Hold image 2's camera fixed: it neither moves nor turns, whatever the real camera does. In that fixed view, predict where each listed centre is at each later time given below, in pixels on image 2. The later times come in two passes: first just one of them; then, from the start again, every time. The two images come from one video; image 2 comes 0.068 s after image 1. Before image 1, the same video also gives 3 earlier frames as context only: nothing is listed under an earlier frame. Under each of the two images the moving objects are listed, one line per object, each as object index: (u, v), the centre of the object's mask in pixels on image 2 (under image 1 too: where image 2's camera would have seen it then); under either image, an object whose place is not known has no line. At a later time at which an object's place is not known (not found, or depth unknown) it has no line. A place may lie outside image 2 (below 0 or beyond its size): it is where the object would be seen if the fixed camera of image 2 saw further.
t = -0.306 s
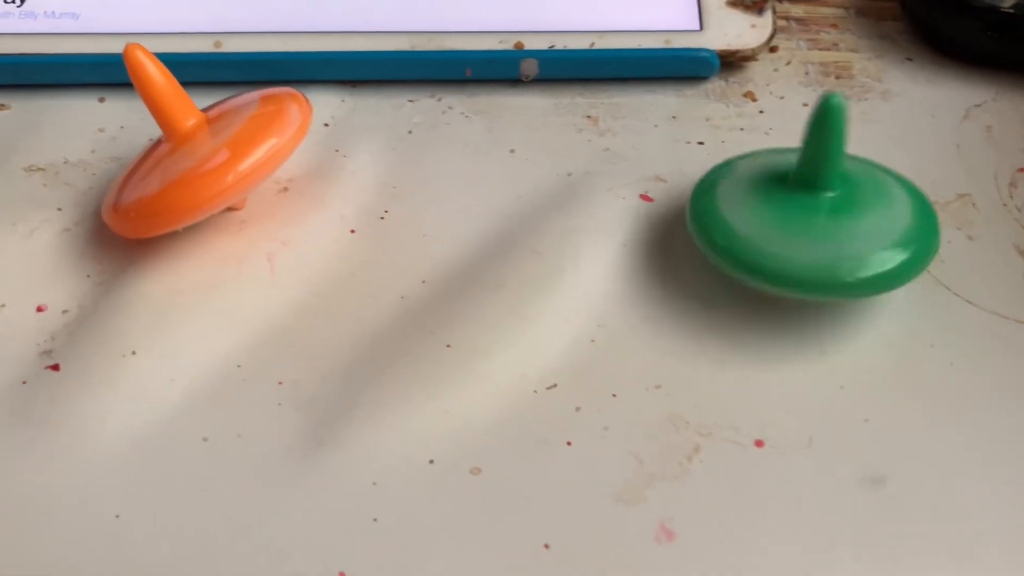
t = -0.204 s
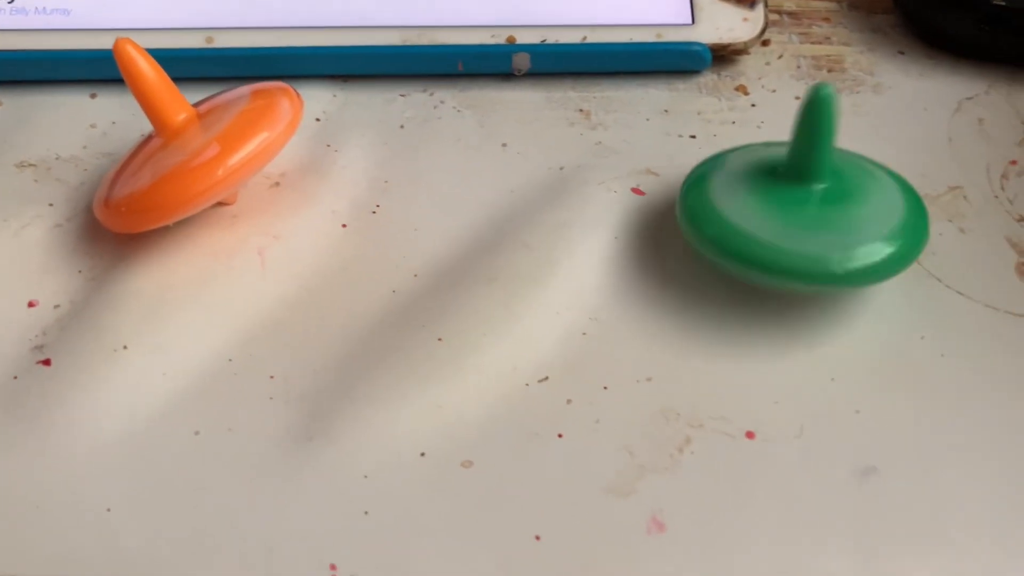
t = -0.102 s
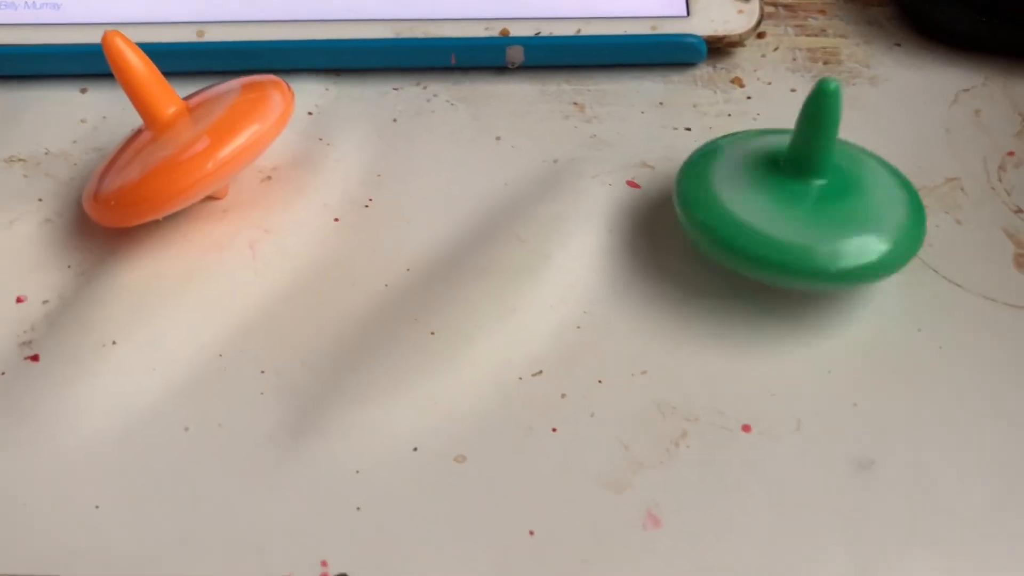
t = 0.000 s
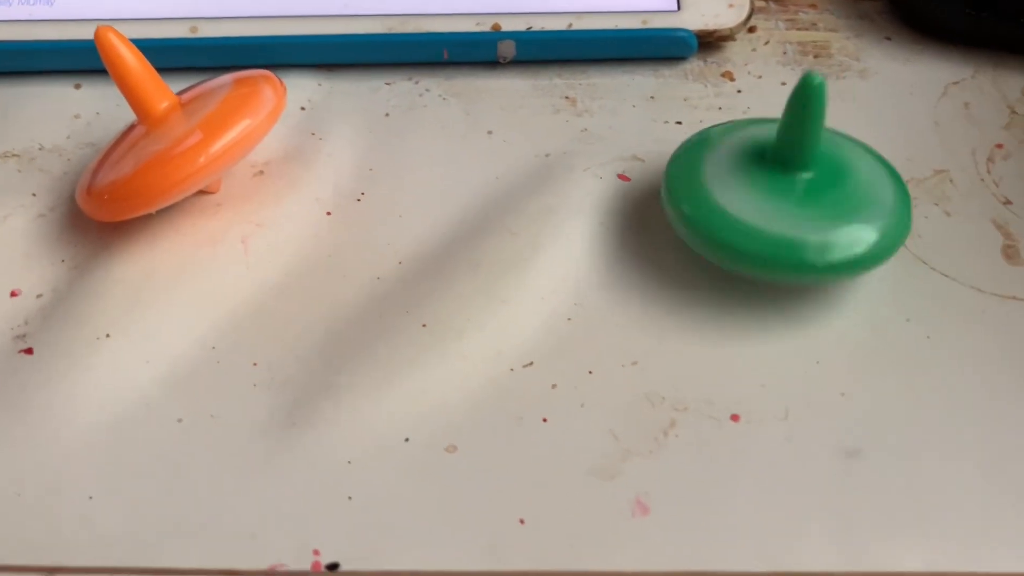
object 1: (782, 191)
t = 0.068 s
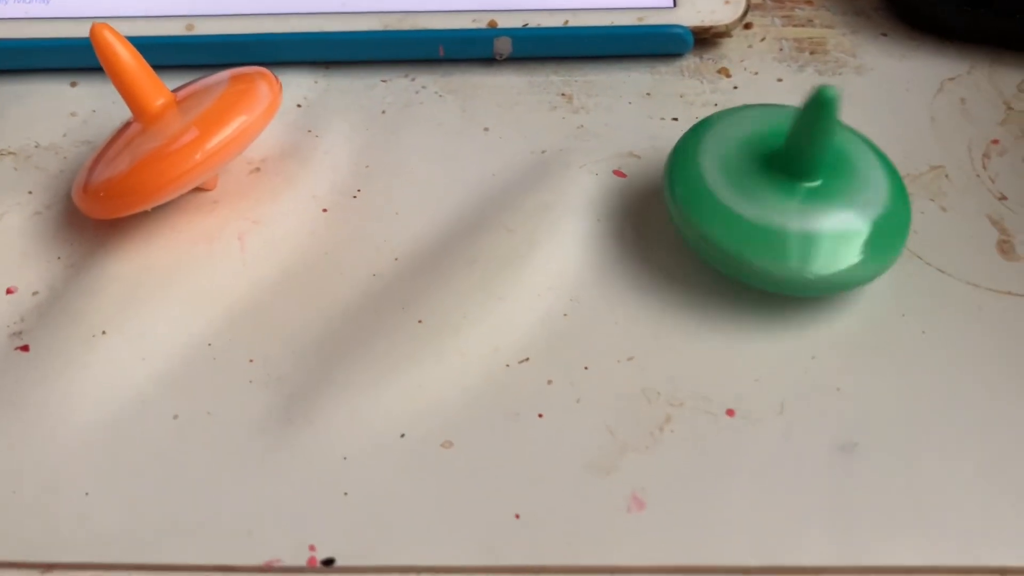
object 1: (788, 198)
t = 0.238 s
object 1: (786, 192)
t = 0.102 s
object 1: (787, 195)
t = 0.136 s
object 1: (790, 193)
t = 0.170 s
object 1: (789, 199)
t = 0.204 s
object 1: (784, 198)
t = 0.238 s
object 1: (786, 192)
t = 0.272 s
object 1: (788, 195)
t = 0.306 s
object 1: (784, 196)
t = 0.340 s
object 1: (786, 190)
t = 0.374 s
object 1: (789, 193)
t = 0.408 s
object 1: (786, 196)
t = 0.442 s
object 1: (784, 189)
